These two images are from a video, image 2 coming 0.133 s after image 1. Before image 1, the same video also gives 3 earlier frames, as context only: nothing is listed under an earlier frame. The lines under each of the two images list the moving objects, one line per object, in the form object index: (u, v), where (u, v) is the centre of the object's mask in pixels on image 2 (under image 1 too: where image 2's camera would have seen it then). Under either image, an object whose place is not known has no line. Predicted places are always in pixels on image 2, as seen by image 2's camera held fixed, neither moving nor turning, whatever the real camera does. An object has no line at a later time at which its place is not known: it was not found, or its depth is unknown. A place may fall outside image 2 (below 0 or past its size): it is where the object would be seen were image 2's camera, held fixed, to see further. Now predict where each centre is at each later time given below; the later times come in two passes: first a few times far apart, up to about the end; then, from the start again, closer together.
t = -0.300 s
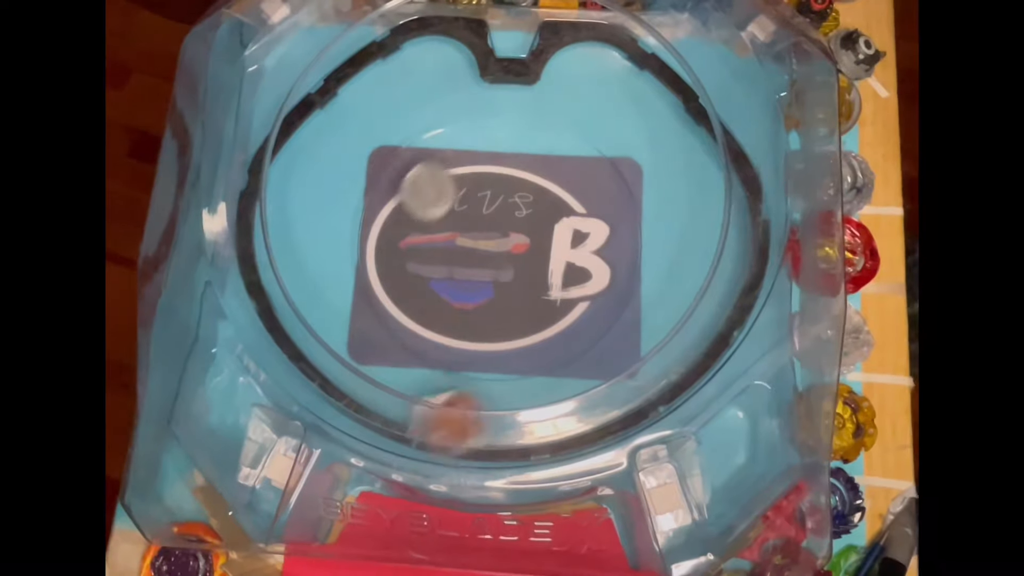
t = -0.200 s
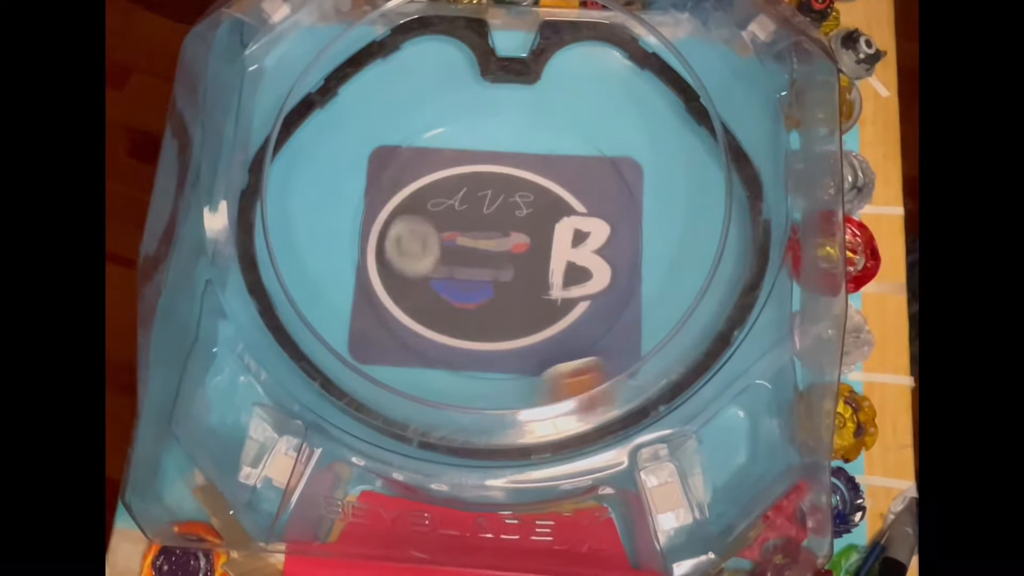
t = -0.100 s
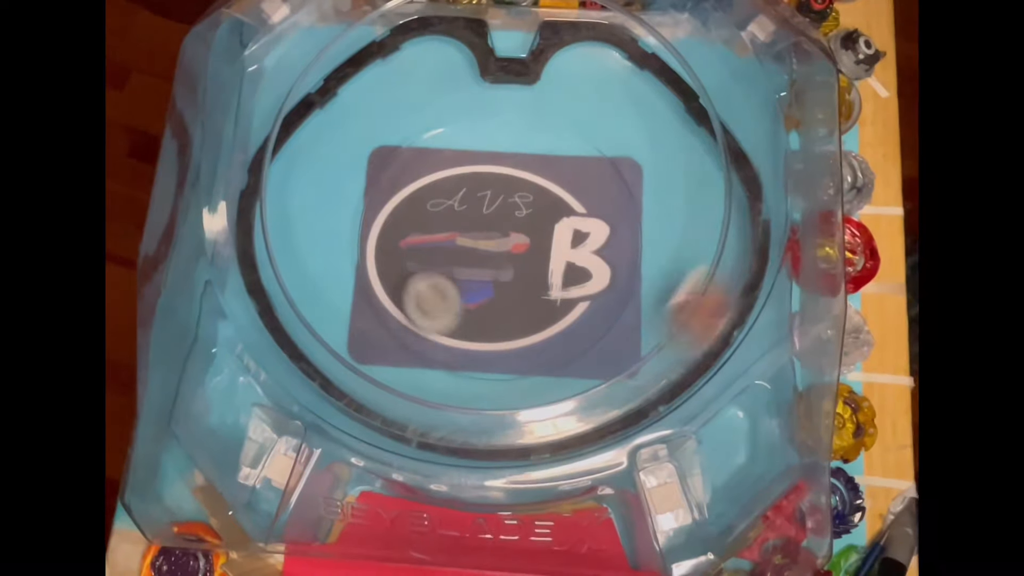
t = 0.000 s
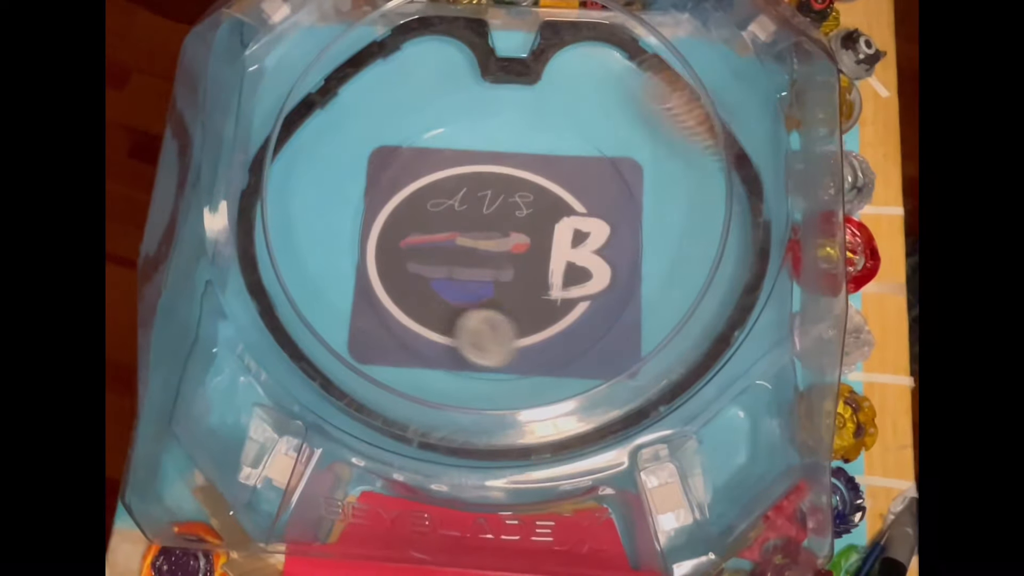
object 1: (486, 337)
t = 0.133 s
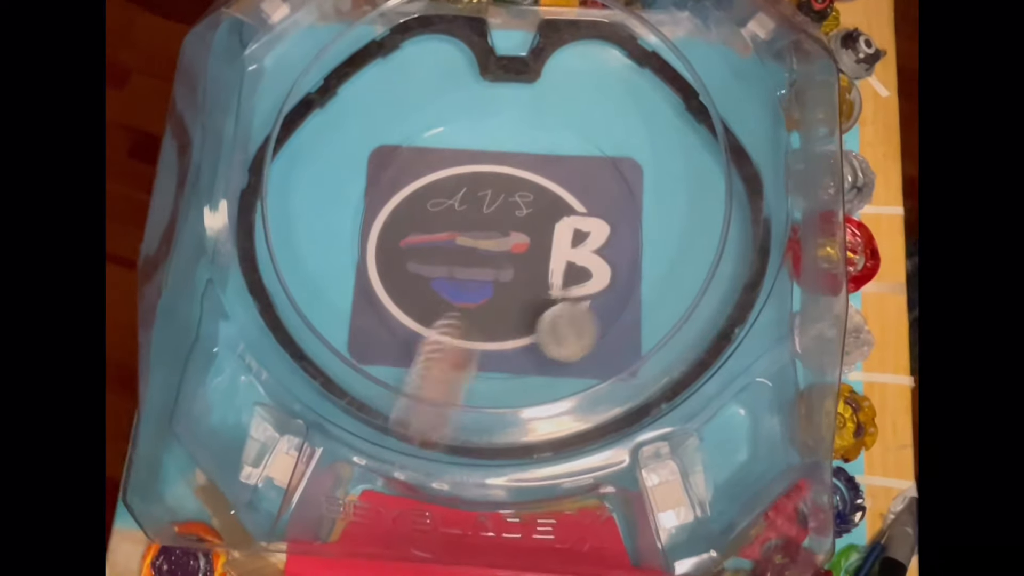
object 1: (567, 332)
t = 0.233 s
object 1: (605, 299)
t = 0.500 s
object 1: (543, 183)
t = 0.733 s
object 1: (420, 199)
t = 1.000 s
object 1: (455, 324)
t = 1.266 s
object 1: (597, 286)
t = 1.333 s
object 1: (604, 253)
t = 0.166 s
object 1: (582, 322)
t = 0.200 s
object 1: (595, 312)
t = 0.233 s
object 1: (605, 299)
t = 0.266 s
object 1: (611, 284)
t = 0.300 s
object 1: (613, 269)
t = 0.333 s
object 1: (611, 253)
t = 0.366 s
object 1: (603, 235)
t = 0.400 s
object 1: (593, 220)
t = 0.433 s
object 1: (578, 204)
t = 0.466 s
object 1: (562, 193)
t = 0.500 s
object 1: (543, 183)
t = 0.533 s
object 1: (524, 176)
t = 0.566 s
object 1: (505, 172)
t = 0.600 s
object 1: (485, 171)
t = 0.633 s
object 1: (466, 174)
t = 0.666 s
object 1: (448, 180)
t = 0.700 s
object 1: (433, 188)
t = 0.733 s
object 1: (420, 199)
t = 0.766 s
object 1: (411, 214)
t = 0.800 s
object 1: (405, 231)
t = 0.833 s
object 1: (404, 247)
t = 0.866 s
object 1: (406, 264)
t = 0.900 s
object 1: (413, 282)
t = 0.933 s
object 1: (423, 298)
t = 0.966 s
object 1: (437, 312)
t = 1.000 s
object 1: (455, 324)
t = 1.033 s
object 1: (475, 331)
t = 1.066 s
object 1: (496, 335)
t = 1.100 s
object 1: (518, 336)
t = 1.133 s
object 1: (539, 332)
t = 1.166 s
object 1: (557, 326)
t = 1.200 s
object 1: (574, 315)
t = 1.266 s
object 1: (597, 286)
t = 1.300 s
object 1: (602, 269)
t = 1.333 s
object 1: (604, 253)
